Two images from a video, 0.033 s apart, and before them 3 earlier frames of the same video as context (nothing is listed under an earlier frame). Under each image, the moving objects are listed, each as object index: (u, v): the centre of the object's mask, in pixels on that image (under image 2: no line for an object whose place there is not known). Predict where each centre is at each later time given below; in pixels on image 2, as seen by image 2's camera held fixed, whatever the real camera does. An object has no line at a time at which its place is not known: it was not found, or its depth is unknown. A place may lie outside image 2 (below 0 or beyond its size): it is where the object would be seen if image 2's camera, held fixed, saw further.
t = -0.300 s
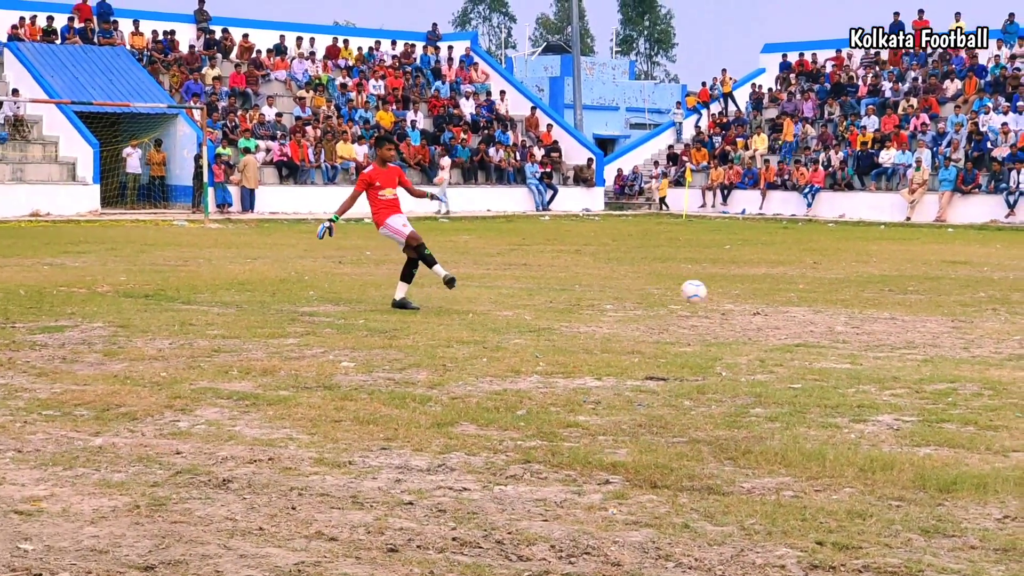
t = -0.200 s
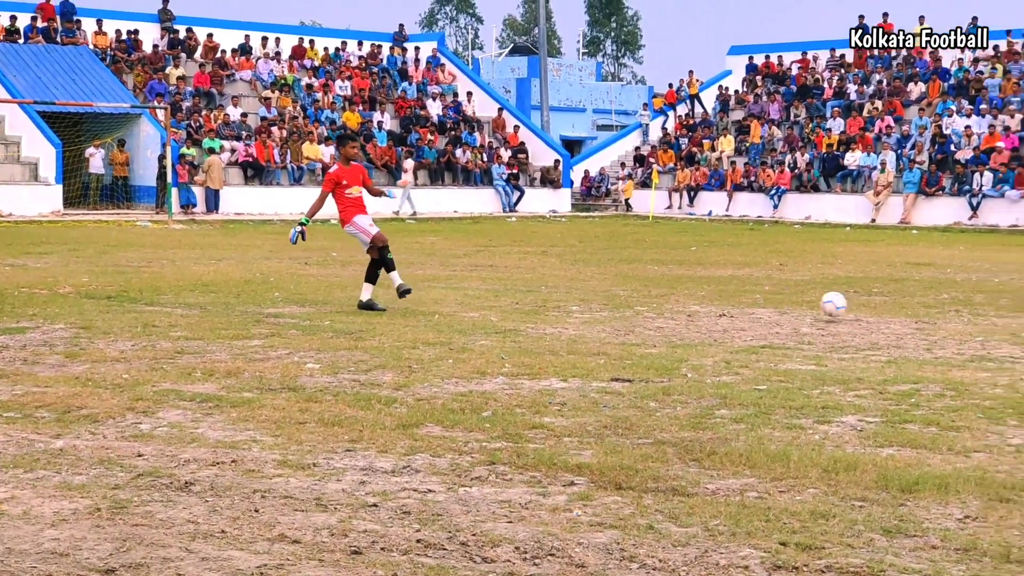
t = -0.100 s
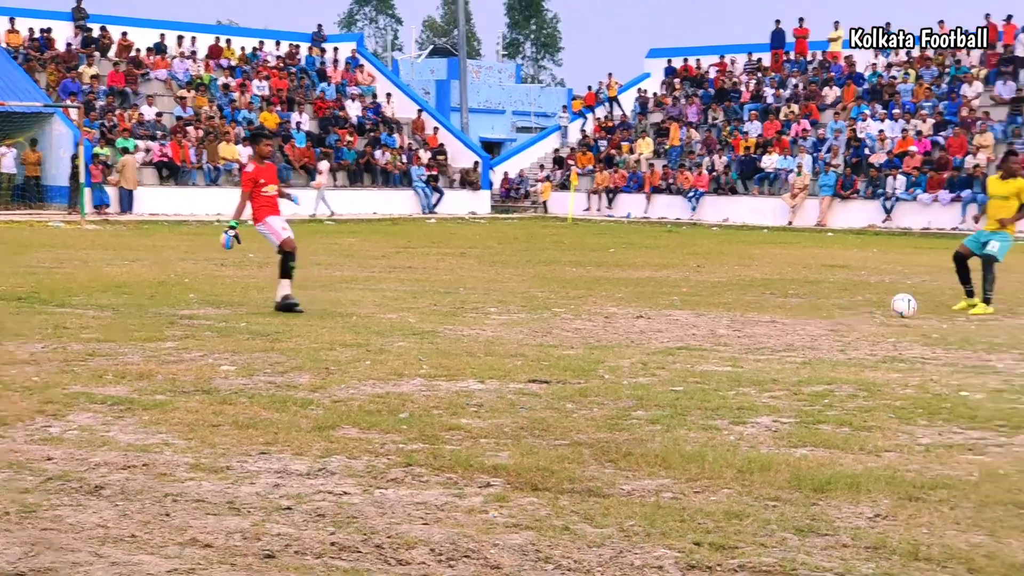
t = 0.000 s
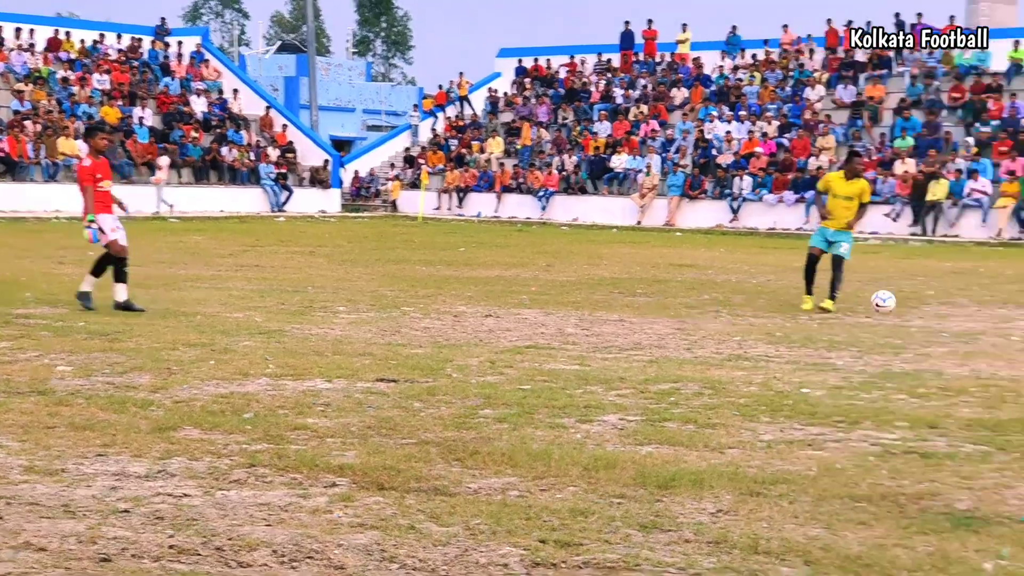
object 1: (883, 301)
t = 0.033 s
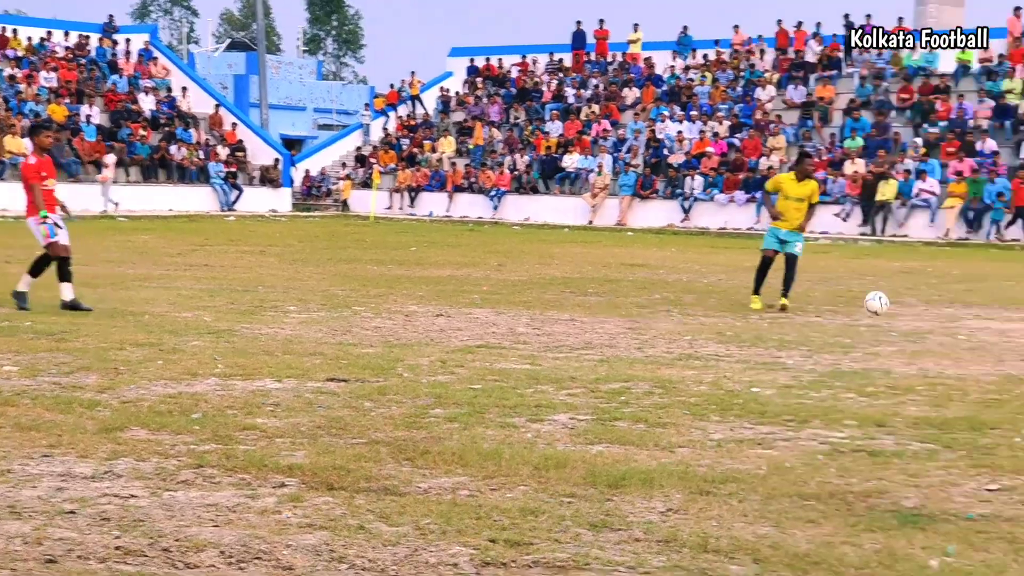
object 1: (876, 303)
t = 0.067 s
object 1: (916, 305)
